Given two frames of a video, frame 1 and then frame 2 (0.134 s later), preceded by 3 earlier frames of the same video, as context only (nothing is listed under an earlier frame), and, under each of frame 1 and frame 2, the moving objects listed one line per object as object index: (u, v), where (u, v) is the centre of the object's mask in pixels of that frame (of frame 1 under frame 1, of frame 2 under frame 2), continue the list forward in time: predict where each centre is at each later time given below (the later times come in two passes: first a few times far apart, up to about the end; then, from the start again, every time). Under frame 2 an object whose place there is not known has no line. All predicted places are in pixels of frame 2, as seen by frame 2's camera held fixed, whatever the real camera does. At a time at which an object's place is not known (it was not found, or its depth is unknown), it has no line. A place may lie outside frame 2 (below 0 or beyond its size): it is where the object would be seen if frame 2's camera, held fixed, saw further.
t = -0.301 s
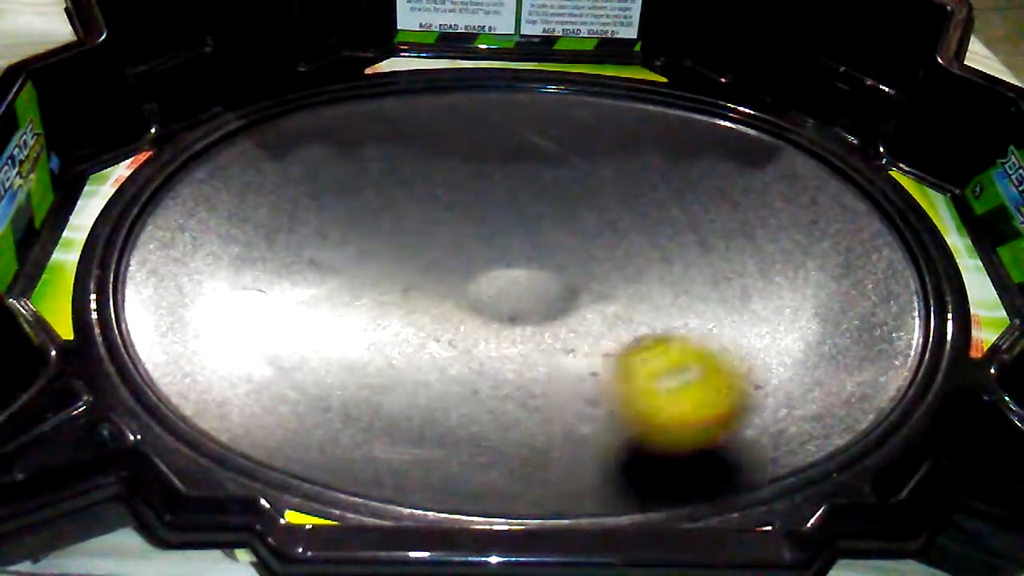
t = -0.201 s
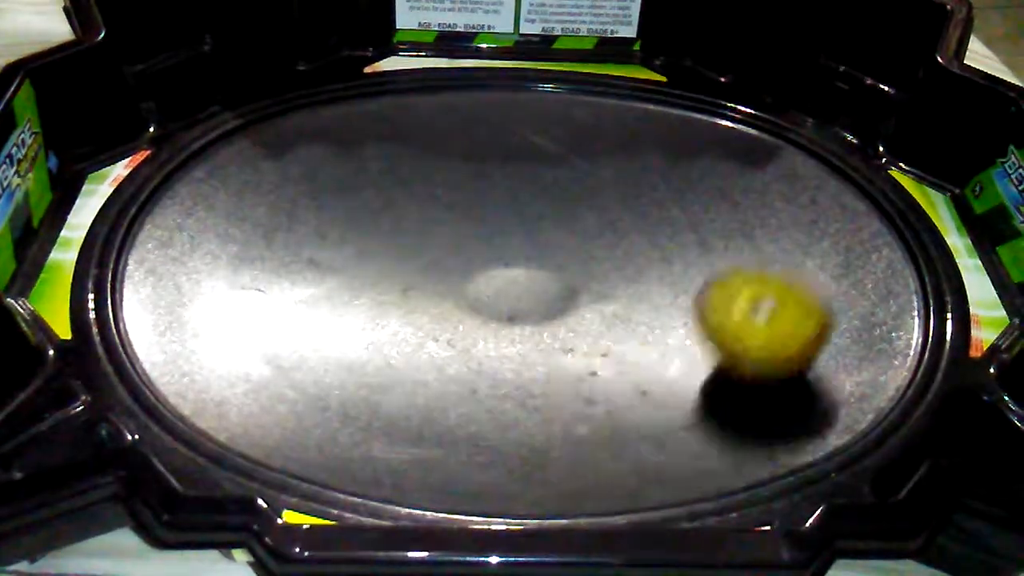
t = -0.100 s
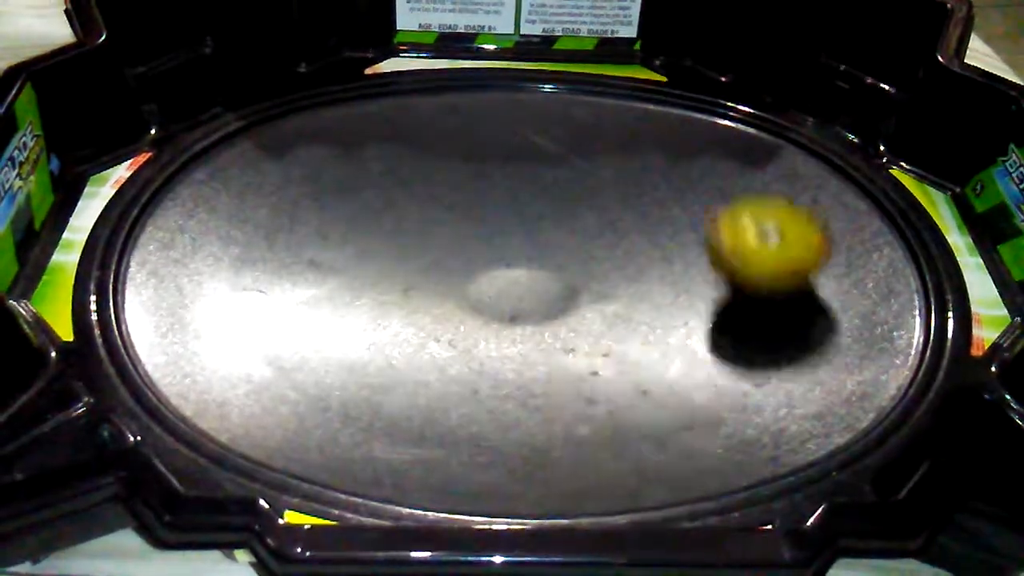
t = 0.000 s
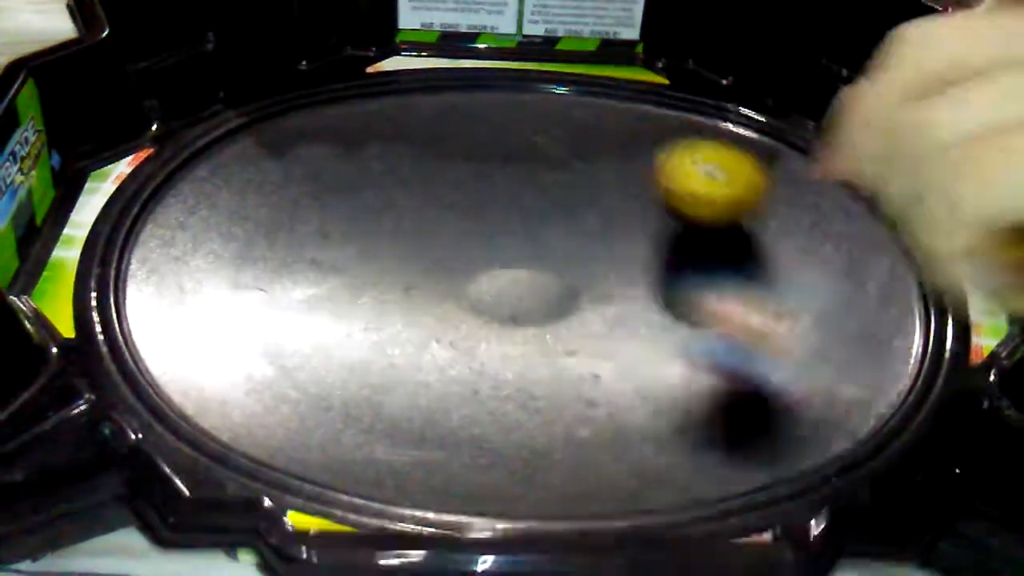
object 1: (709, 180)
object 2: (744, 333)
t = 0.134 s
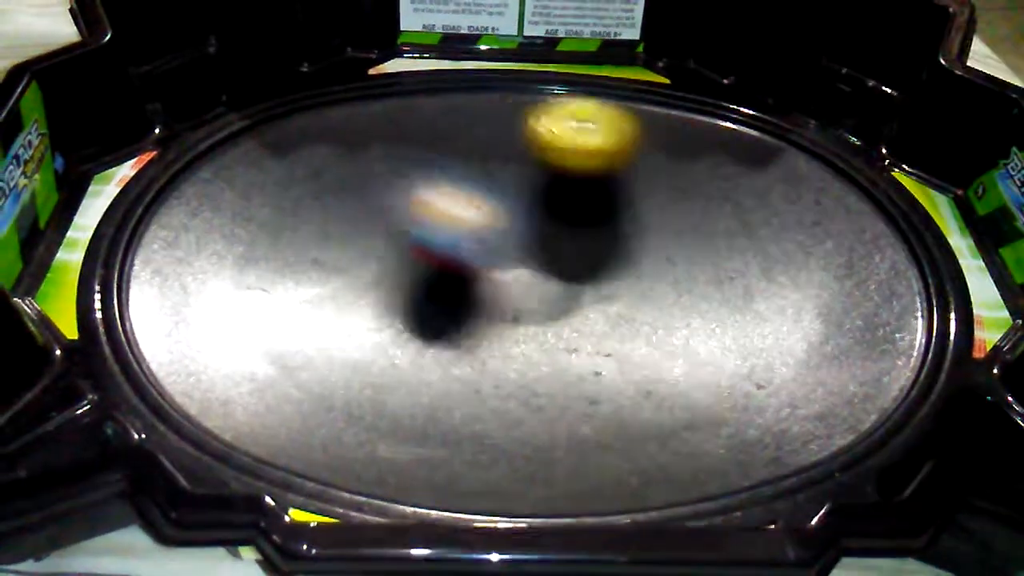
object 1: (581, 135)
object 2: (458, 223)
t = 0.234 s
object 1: (471, 137)
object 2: (299, 151)
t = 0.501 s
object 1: (292, 279)
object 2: (158, 206)
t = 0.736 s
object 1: (521, 408)
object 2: (188, 366)
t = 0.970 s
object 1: (742, 330)
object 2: (524, 369)
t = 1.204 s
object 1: (716, 210)
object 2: (564, 192)
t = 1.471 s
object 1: (543, 181)
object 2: (374, 122)
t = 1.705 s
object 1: (436, 253)
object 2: (207, 184)
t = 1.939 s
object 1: (476, 323)
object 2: (338, 332)
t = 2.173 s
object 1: (680, 300)
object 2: (503, 318)
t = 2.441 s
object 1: (741, 222)
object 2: (451, 196)
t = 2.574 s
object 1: (696, 194)
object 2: (344, 180)
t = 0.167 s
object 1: (545, 132)
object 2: (394, 192)
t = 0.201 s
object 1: (509, 133)
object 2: (342, 168)
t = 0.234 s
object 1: (471, 137)
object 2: (299, 151)
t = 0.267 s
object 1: (435, 144)
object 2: (256, 135)
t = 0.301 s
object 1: (401, 154)
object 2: (215, 124)
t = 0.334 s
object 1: (368, 168)
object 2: (187, 120)
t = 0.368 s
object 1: (340, 184)
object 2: (171, 127)
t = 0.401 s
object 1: (315, 203)
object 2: (165, 146)
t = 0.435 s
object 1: (294, 224)
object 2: (167, 169)
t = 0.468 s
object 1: (283, 248)
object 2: (168, 192)
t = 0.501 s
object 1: (292, 279)
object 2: (158, 206)
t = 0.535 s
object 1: (306, 310)
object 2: (148, 225)
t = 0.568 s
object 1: (328, 337)
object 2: (139, 244)
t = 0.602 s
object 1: (355, 358)
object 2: (132, 265)
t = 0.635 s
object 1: (391, 379)
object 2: (132, 285)
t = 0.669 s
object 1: (429, 393)
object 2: (142, 312)
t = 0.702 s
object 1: (474, 403)
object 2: (163, 341)
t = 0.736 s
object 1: (521, 408)
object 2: (188, 366)
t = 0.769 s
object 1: (565, 408)
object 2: (223, 389)
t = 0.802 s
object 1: (607, 403)
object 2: (267, 403)
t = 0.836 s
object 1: (646, 395)
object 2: (316, 414)
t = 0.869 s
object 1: (679, 382)
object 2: (366, 412)
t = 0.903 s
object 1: (707, 368)
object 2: (425, 407)
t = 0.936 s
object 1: (728, 349)
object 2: (485, 392)
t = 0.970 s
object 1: (742, 330)
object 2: (524, 369)
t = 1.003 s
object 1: (747, 310)
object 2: (558, 345)
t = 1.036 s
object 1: (748, 293)
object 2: (583, 323)
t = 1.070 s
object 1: (742, 274)
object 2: (602, 300)
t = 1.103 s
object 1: (742, 256)
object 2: (603, 269)
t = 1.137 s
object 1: (739, 239)
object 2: (594, 242)
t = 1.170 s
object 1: (729, 224)
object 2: (580, 214)
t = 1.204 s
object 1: (716, 210)
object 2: (564, 192)
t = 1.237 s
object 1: (699, 198)
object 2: (546, 171)
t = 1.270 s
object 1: (680, 188)
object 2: (524, 154)
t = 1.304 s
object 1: (658, 181)
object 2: (501, 142)
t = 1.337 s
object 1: (636, 177)
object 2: (475, 133)
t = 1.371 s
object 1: (613, 174)
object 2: (451, 128)
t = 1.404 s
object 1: (589, 174)
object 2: (426, 123)
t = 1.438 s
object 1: (566, 177)
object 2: (400, 122)
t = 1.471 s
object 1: (543, 181)
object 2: (374, 122)
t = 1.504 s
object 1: (522, 187)
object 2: (346, 126)
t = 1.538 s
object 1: (504, 195)
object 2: (318, 129)
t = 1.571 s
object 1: (485, 204)
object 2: (291, 135)
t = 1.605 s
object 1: (469, 215)
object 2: (265, 143)
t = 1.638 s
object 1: (455, 227)
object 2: (238, 152)
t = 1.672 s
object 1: (444, 240)
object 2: (220, 166)
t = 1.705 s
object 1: (436, 253)
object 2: (207, 184)
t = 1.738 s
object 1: (432, 267)
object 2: (198, 205)
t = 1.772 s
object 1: (433, 279)
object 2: (201, 230)
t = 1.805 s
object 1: (436, 290)
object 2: (211, 249)
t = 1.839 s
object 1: (443, 300)
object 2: (235, 270)
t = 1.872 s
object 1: (450, 309)
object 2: (263, 298)
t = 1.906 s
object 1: (460, 316)
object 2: (301, 318)
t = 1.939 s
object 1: (476, 323)
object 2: (338, 332)
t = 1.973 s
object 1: (521, 326)
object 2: (342, 337)
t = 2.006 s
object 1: (565, 329)
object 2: (349, 342)
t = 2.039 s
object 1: (602, 328)
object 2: (369, 346)
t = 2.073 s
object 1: (630, 324)
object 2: (395, 347)
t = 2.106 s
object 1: (654, 317)
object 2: (427, 338)
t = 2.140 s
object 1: (669, 309)
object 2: (460, 337)
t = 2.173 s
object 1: (680, 300)
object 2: (503, 318)
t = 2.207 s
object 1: (686, 291)
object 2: (524, 313)
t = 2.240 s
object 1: (689, 281)
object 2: (553, 300)
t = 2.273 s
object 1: (699, 271)
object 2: (555, 280)
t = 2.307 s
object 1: (724, 261)
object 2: (539, 256)
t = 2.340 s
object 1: (739, 251)
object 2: (517, 235)
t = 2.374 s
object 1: (745, 241)
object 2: (497, 221)
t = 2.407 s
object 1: (745, 231)
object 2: (473, 208)
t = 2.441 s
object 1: (741, 222)
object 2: (451, 196)
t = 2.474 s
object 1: (733, 213)
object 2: (425, 187)
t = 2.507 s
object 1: (723, 205)
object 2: (398, 181)
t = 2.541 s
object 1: (711, 199)
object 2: (370, 179)
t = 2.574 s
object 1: (696, 194)
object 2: (344, 180)
